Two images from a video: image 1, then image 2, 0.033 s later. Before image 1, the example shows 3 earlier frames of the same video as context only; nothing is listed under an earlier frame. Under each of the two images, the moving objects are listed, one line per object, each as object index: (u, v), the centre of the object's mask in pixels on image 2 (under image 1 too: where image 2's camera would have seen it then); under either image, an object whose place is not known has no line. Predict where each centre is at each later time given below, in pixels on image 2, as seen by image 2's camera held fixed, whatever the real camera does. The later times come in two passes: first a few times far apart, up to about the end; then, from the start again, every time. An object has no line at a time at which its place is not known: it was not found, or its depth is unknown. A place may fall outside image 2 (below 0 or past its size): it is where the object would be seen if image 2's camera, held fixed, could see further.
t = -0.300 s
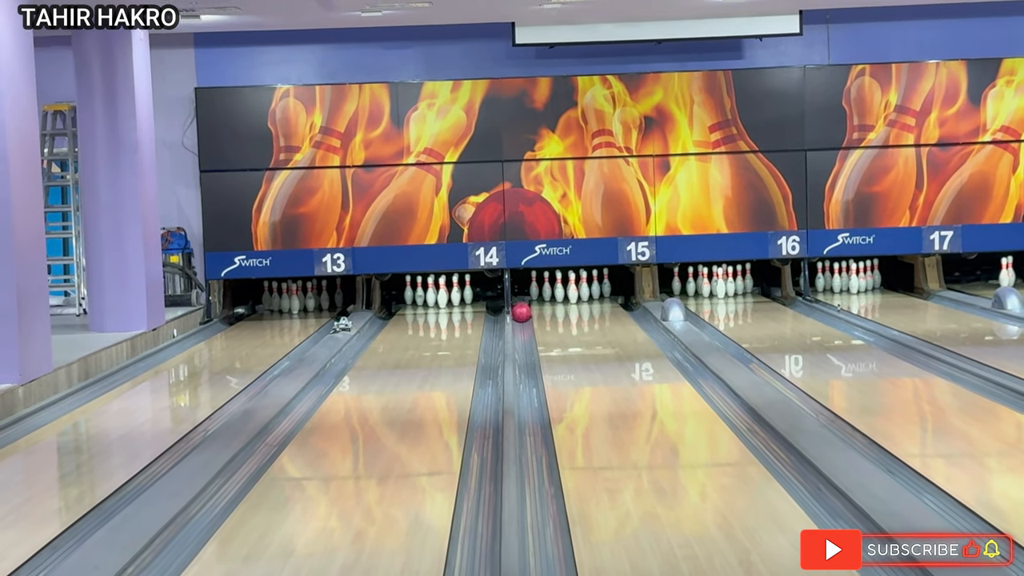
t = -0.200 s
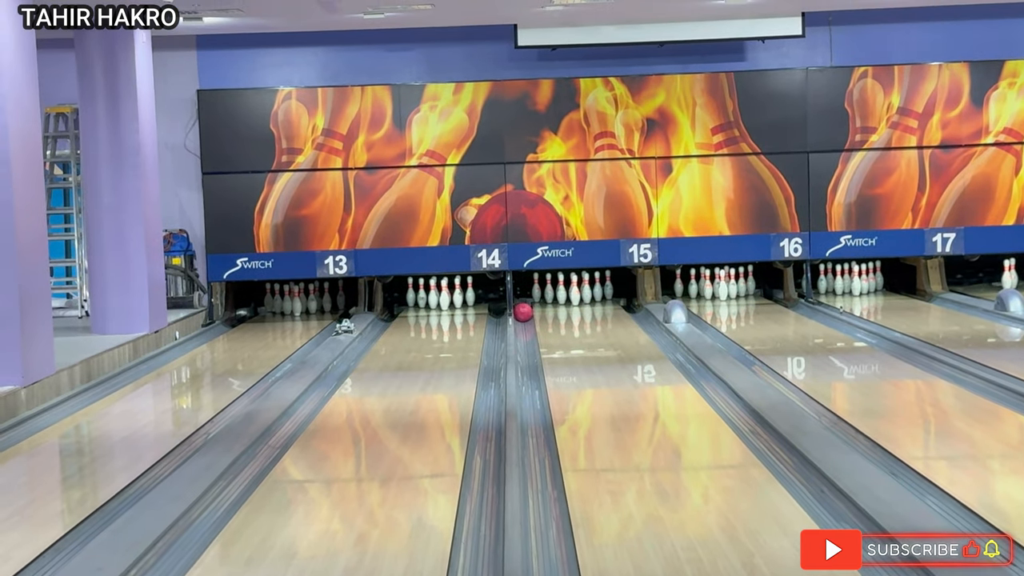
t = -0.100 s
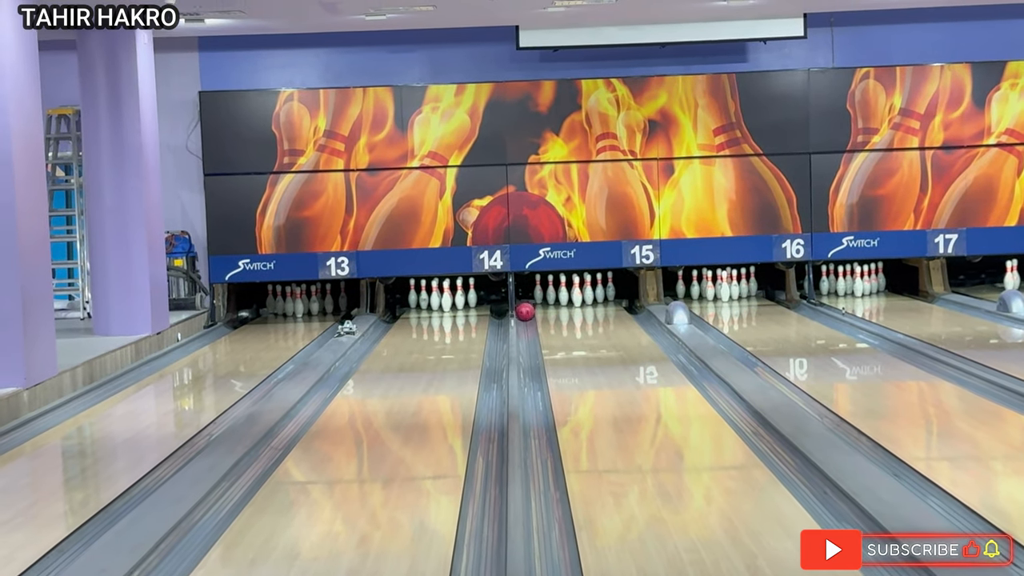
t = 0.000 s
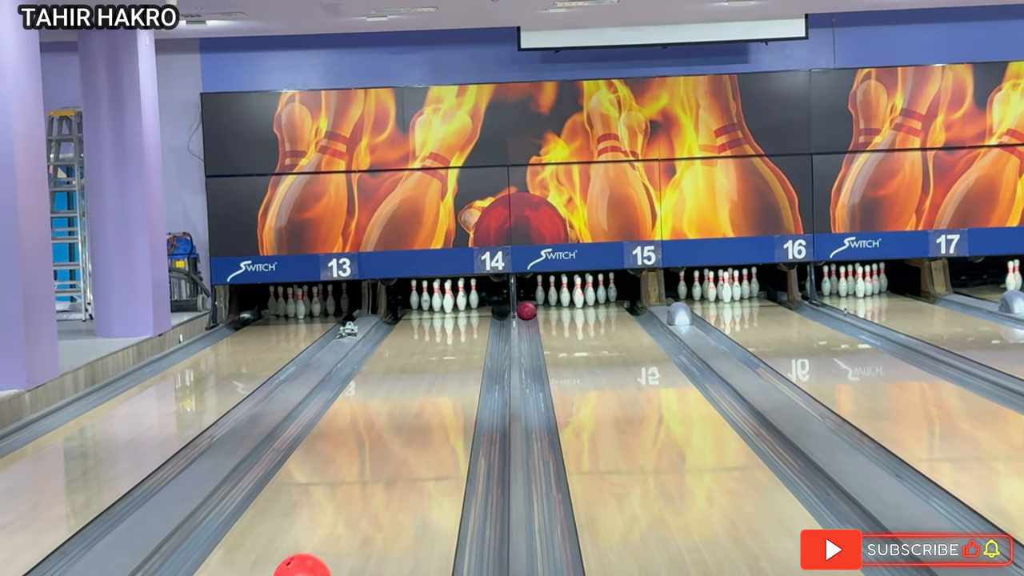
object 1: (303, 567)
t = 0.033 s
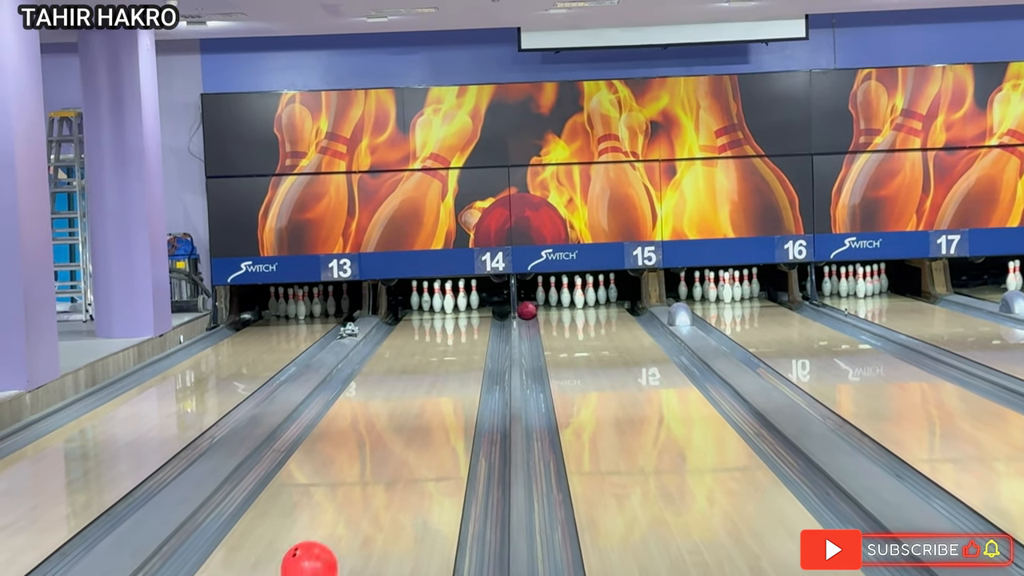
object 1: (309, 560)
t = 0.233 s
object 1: (340, 500)
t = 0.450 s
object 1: (363, 450)
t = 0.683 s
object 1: (381, 412)
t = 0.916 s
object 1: (394, 384)
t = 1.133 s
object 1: (403, 364)
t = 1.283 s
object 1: (408, 351)
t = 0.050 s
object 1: (312, 556)
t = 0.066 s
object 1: (315, 553)
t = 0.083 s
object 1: (318, 548)
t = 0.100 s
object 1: (321, 542)
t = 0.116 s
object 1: (323, 536)
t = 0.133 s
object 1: (326, 531)
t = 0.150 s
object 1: (329, 525)
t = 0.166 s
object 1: (331, 519)
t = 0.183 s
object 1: (333, 514)
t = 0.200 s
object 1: (336, 509)
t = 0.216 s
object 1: (338, 504)
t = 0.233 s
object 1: (340, 500)
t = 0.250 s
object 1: (342, 495)
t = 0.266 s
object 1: (344, 490)
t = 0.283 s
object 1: (346, 486)
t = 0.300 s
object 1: (348, 482)
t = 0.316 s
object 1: (350, 478)
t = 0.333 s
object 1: (352, 474)
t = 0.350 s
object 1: (353, 471)
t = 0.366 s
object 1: (355, 467)
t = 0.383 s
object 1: (357, 463)
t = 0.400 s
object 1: (358, 460)
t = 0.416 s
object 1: (360, 456)
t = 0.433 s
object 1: (361, 453)
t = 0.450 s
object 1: (363, 450)
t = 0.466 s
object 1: (364, 447)
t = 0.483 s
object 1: (366, 443)
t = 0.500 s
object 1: (367, 440)
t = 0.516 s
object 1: (369, 437)
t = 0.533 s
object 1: (370, 435)
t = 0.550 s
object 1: (371, 432)
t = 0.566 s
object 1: (373, 429)
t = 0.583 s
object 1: (374, 427)
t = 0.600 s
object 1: (375, 424)
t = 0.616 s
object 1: (376, 422)
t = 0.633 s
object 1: (378, 419)
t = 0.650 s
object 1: (379, 417)
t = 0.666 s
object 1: (380, 414)
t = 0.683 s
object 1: (381, 412)
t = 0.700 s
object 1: (382, 410)
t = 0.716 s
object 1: (383, 407)
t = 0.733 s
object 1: (384, 406)
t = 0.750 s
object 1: (385, 404)
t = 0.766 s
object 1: (386, 402)
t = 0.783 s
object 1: (387, 399)
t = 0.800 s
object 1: (388, 397)
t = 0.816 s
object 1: (389, 395)
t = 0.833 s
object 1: (390, 393)
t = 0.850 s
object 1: (391, 391)
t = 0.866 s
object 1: (392, 389)
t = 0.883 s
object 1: (392, 388)
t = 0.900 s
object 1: (393, 386)
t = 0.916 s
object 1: (394, 384)
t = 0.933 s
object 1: (395, 382)
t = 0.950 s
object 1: (396, 381)
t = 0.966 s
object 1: (396, 379)
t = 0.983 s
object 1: (397, 377)
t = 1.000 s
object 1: (398, 376)
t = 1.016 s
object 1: (399, 374)
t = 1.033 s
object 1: (399, 373)
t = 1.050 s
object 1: (400, 371)
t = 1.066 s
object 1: (401, 369)
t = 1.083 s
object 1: (401, 368)
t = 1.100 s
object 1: (402, 367)
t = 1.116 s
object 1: (403, 365)
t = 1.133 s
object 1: (403, 364)
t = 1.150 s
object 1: (404, 362)
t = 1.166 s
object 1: (404, 361)
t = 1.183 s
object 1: (405, 359)
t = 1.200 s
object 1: (406, 358)
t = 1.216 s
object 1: (406, 357)
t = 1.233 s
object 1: (407, 355)
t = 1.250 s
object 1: (407, 354)
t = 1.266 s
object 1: (408, 353)
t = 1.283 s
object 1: (408, 351)
